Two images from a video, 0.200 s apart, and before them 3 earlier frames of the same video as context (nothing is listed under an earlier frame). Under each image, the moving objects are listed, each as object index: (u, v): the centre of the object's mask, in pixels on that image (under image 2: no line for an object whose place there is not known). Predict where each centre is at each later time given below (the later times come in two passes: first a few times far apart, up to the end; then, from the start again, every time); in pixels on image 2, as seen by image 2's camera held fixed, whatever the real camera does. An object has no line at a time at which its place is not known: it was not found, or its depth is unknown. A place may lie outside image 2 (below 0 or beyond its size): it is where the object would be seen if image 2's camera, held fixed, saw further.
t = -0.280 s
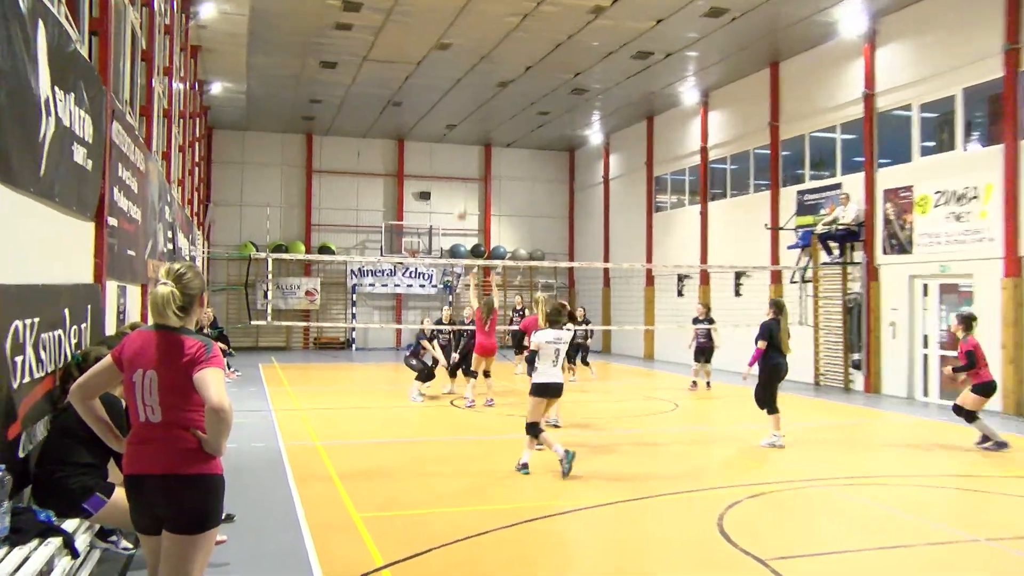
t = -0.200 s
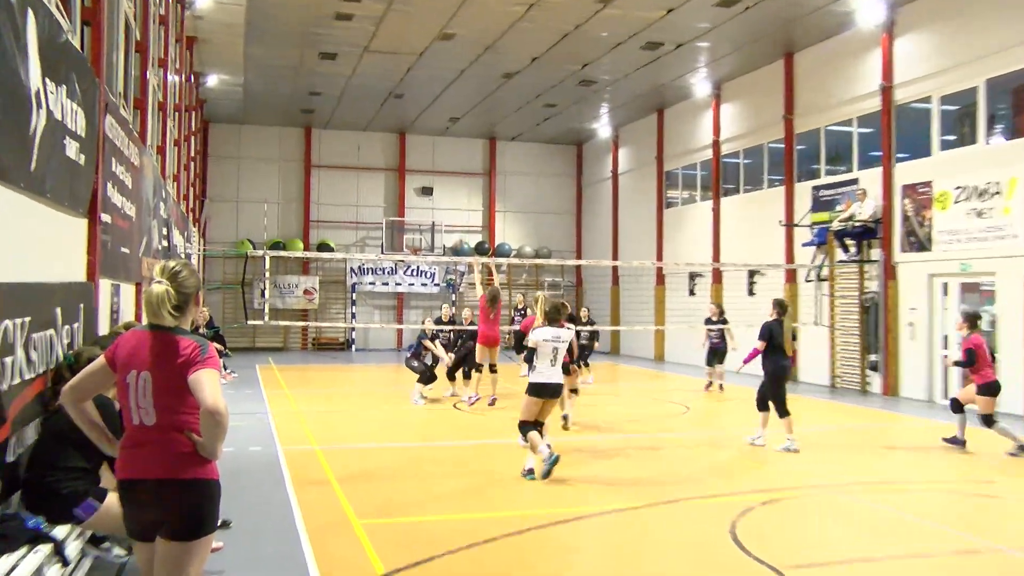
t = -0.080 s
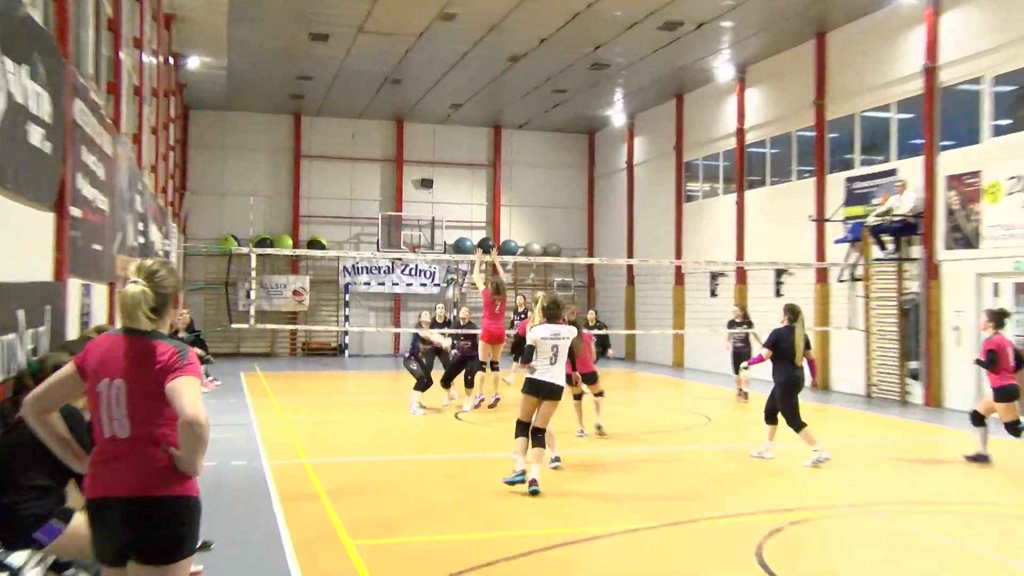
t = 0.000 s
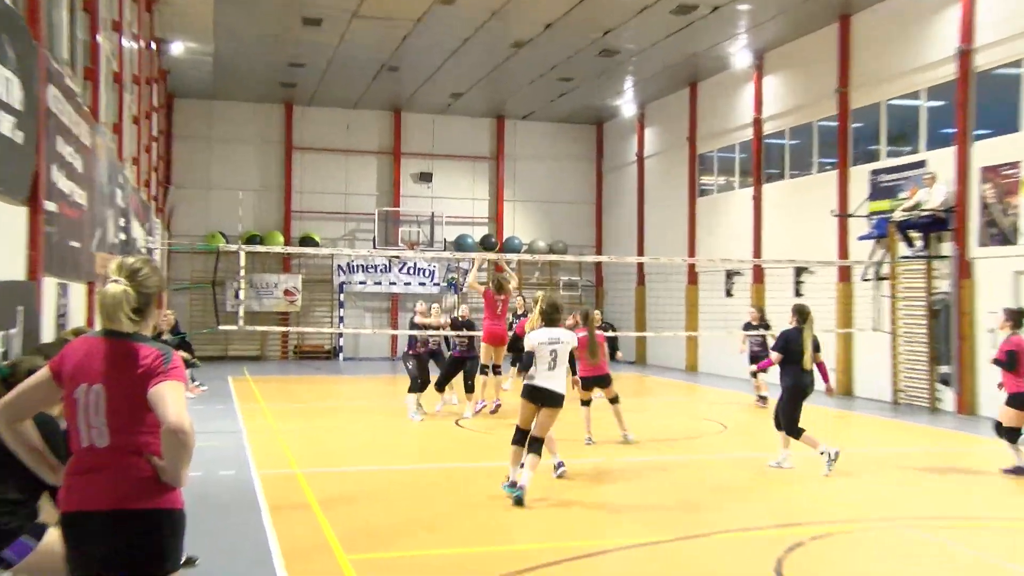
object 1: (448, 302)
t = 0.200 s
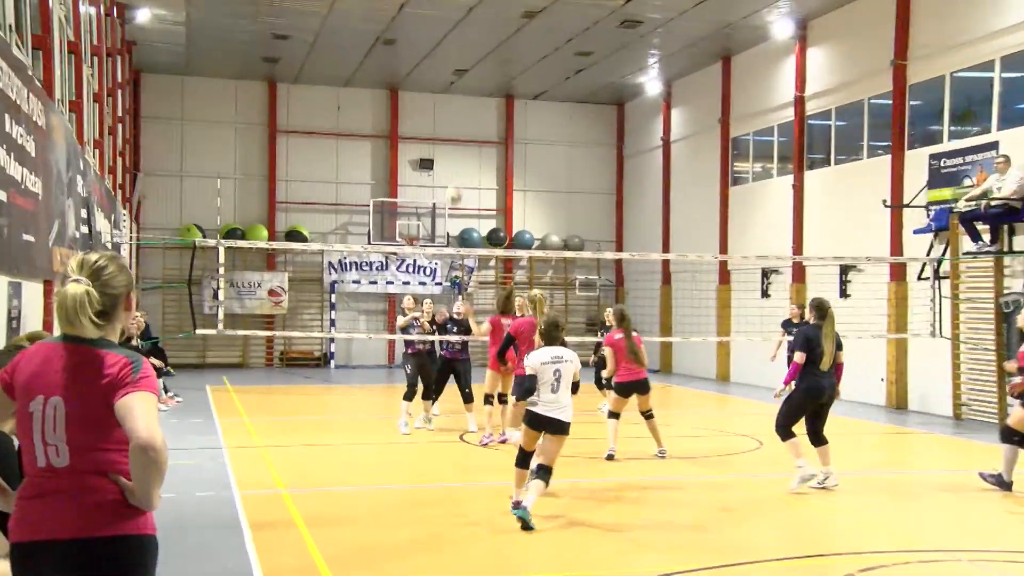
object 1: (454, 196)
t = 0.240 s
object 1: (454, 176)
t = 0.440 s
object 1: (457, 99)
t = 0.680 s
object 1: (459, 54)
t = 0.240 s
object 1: (454, 176)
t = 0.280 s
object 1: (455, 158)
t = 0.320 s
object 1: (455, 141)
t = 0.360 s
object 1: (456, 126)
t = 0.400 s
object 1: (457, 112)
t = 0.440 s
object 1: (457, 99)
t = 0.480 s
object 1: (458, 88)
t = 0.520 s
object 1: (458, 79)
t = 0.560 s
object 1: (458, 71)
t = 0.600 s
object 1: (459, 64)
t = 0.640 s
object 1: (459, 59)
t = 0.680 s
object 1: (459, 54)
